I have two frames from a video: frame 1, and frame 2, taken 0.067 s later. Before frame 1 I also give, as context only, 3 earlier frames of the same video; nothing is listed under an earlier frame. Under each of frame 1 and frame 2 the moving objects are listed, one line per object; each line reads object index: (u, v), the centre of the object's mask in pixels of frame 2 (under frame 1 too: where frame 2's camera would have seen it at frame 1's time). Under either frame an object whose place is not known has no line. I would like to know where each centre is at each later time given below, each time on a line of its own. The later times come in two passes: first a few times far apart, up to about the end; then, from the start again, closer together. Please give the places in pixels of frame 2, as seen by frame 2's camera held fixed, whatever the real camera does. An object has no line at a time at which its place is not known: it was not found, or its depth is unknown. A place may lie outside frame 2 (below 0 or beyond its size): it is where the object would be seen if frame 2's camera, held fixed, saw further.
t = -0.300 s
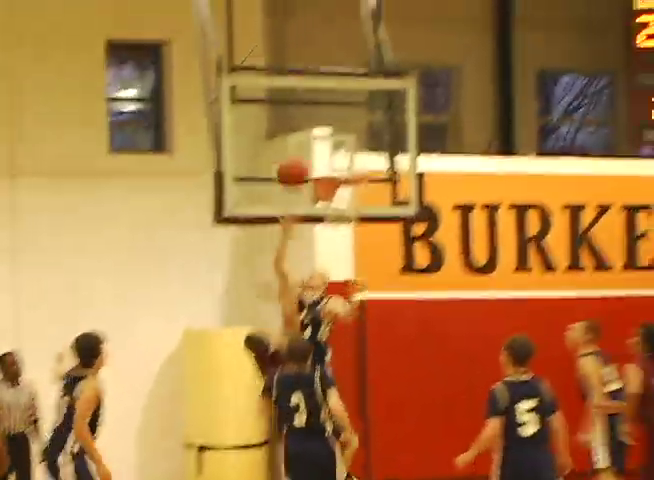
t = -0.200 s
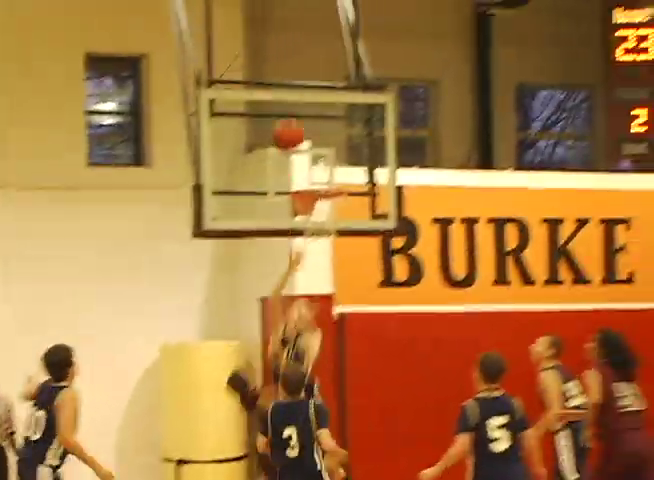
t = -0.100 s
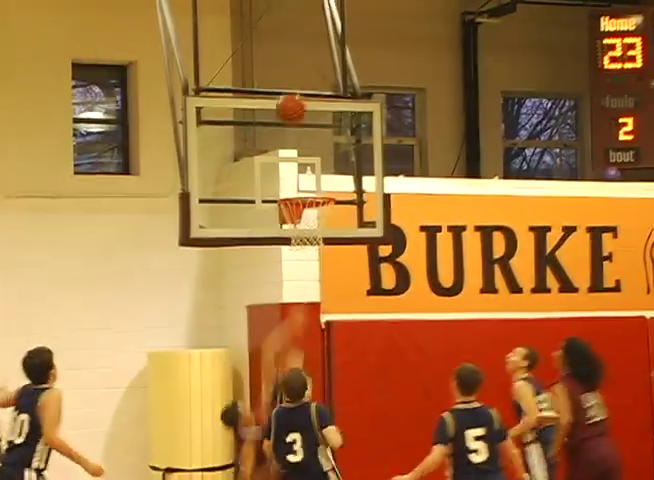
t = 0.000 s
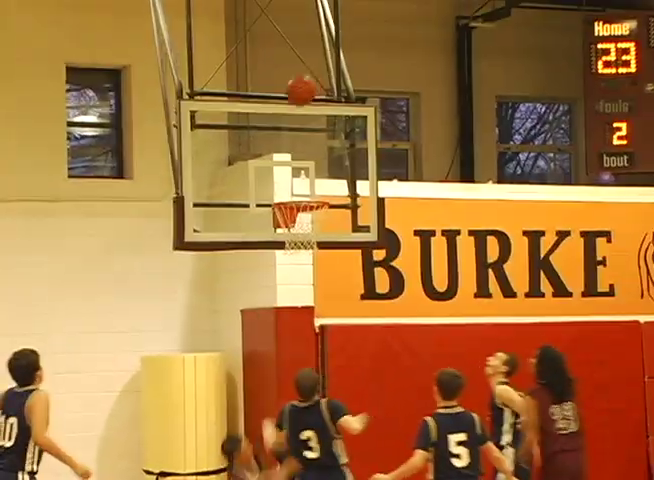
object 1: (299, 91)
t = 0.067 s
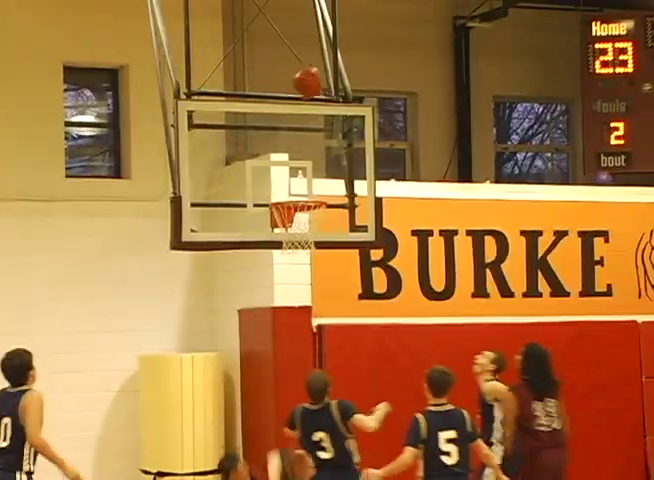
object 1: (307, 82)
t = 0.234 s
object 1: (333, 87)
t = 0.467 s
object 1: (365, 144)
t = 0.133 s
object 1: (318, 81)
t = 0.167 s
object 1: (323, 81)
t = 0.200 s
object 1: (328, 84)
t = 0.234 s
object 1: (333, 87)
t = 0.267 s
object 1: (339, 92)
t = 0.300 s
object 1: (342, 97)
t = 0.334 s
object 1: (347, 104)
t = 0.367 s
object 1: (352, 114)
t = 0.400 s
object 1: (356, 125)
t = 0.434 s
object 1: (361, 134)
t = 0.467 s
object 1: (365, 144)
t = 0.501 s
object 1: (370, 158)
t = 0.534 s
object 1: (376, 169)
